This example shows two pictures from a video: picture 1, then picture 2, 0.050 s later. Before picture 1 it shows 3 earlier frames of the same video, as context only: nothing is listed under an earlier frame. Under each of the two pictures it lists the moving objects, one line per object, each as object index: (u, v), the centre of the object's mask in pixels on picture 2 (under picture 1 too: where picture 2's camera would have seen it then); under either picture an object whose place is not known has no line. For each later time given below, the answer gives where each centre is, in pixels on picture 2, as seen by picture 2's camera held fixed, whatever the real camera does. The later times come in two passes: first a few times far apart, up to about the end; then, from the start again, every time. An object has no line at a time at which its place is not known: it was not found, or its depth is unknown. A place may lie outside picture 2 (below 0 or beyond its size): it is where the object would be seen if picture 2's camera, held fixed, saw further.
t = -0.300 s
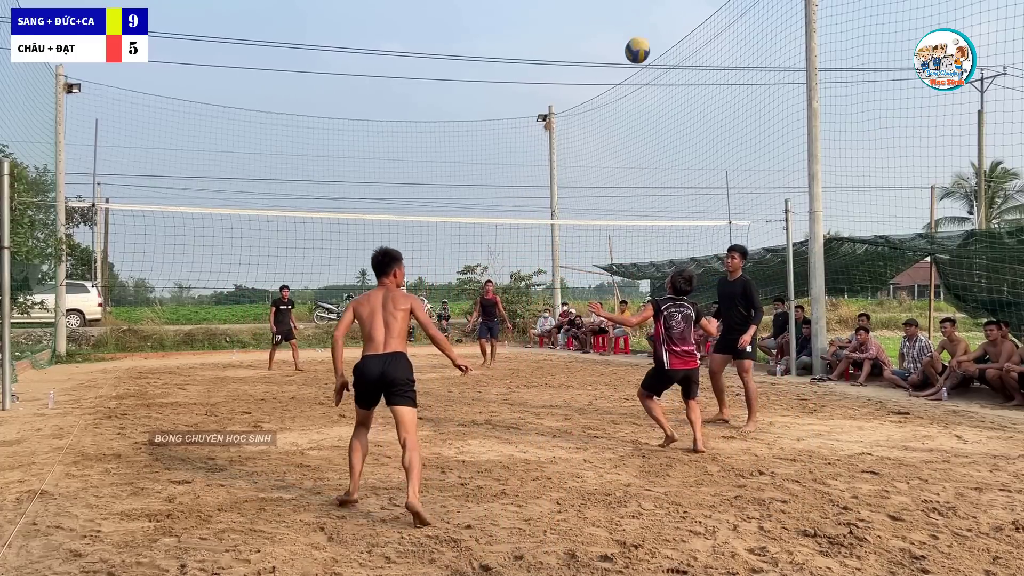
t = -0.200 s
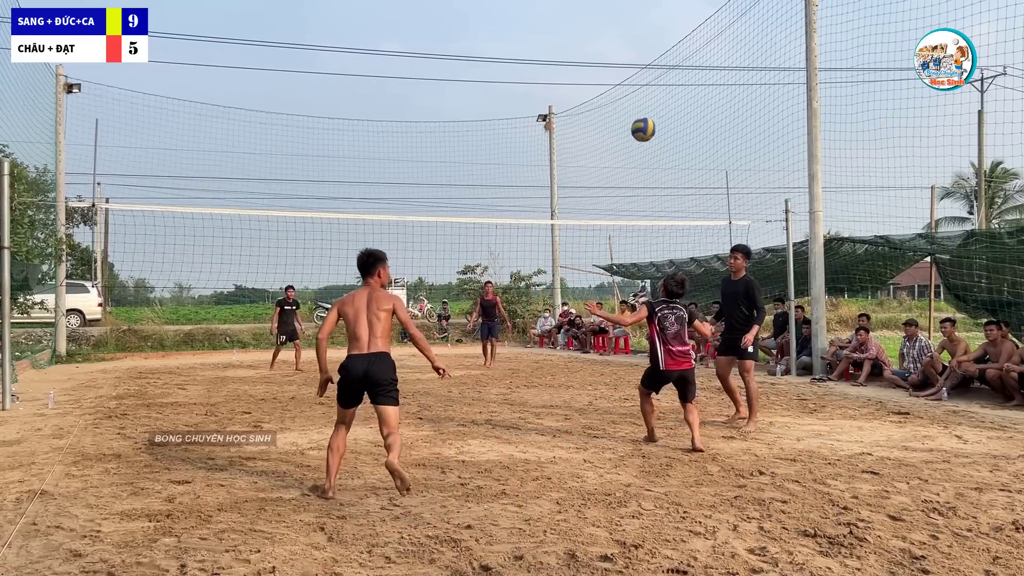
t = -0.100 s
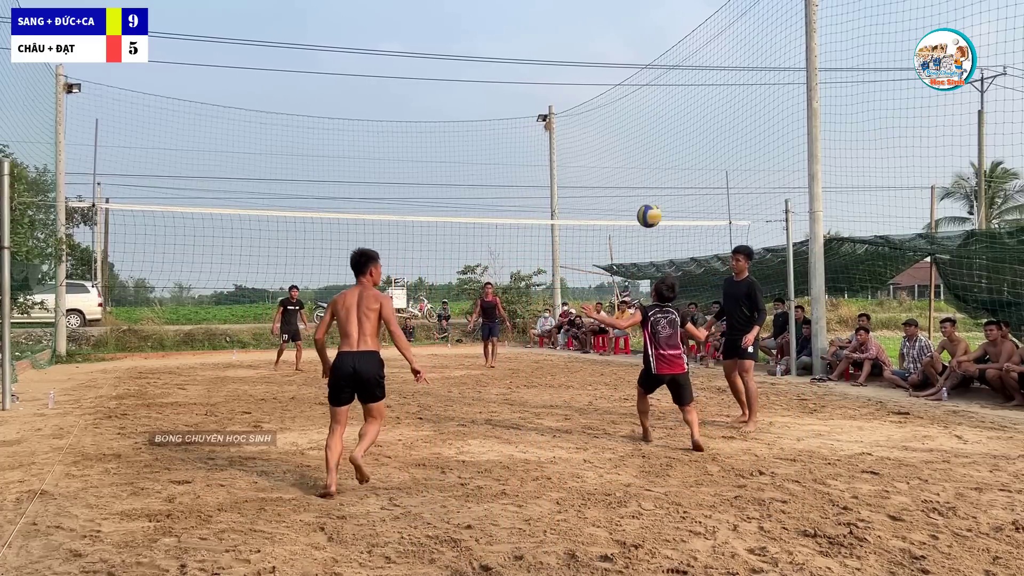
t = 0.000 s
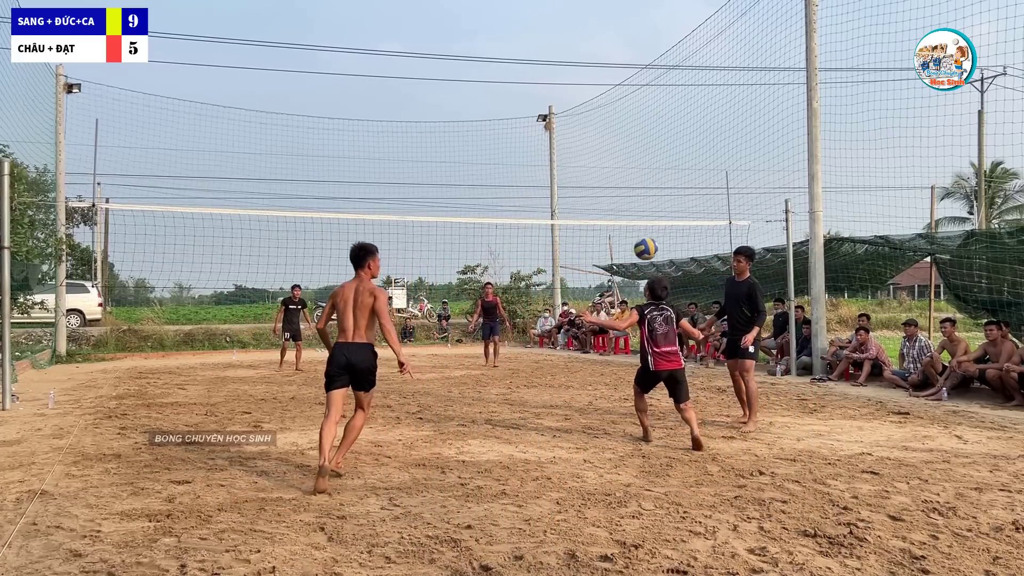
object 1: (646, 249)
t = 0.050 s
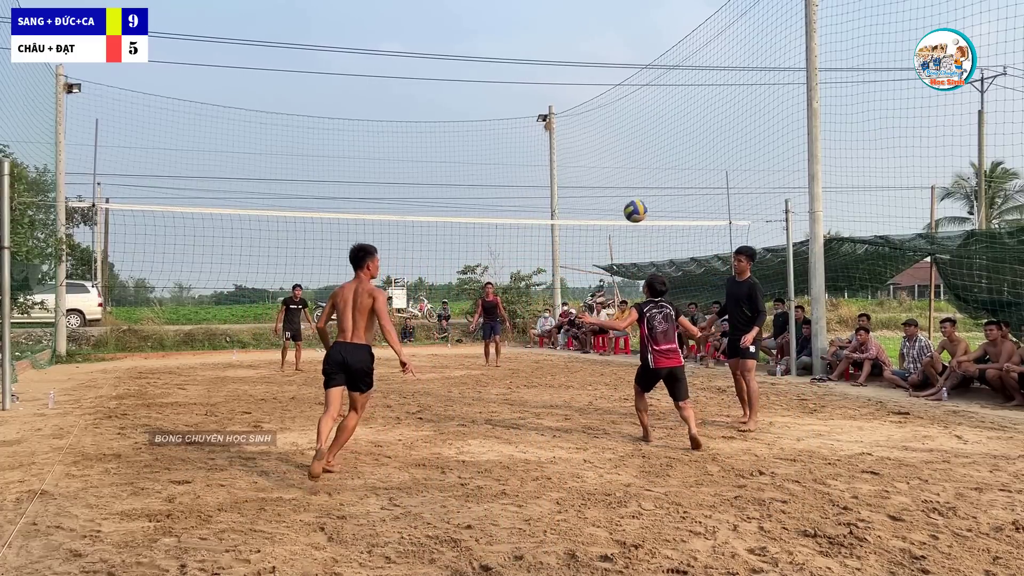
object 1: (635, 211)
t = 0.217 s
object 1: (602, 109)
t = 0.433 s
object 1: (563, 27)
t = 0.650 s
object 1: (527, 5)
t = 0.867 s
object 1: (493, 20)
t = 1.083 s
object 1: (462, 84)
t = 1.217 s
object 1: (444, 144)
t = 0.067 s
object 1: (632, 199)
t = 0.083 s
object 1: (628, 188)
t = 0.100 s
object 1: (625, 177)
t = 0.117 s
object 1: (622, 166)
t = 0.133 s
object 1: (618, 156)
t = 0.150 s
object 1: (615, 146)
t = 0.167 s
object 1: (612, 136)
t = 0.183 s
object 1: (609, 127)
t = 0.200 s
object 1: (606, 118)
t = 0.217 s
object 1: (602, 109)
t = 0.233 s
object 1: (599, 101)
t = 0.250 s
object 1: (596, 92)
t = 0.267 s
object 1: (593, 85)
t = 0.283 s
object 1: (590, 77)
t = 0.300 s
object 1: (587, 71)
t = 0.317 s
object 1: (584, 64)
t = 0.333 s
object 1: (581, 57)
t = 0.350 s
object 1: (578, 52)
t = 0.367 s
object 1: (575, 46)
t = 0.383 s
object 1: (572, 41)
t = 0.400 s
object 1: (569, 36)
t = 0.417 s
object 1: (566, 31)
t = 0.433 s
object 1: (563, 27)
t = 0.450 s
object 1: (560, 23)
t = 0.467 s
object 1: (558, 19)
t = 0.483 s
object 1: (555, 16)
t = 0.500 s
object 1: (552, 13)
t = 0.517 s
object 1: (549, 10)
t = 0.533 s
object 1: (546, 9)
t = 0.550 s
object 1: (543, 8)
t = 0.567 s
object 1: (540, 7)
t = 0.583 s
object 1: (538, 6)
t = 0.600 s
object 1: (535, 6)
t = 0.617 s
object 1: (532, 5)
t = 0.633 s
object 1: (529, 5)
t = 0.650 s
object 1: (527, 5)
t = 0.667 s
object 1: (524, 5)
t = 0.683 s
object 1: (521, 5)
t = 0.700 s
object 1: (519, 5)
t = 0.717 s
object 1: (516, 5)
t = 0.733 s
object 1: (513, 6)
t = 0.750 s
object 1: (511, 6)
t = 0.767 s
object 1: (508, 7)
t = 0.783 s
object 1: (506, 8)
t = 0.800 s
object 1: (503, 9)
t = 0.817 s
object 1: (501, 11)
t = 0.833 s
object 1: (498, 13)
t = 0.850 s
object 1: (496, 17)
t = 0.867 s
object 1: (493, 20)
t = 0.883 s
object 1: (491, 23)
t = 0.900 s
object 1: (488, 27)
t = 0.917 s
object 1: (486, 31)
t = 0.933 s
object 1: (483, 35)
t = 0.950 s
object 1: (481, 39)
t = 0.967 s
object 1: (478, 44)
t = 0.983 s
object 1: (476, 49)
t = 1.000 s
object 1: (473, 54)
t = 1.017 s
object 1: (471, 60)
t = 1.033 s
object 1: (469, 66)
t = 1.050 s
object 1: (466, 72)
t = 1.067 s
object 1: (464, 78)
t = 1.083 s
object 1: (462, 84)
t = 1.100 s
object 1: (460, 91)
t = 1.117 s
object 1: (457, 98)
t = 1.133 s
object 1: (455, 105)
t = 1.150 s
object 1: (453, 113)
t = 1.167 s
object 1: (451, 120)
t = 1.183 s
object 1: (448, 128)
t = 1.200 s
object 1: (446, 136)
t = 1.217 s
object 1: (444, 144)
